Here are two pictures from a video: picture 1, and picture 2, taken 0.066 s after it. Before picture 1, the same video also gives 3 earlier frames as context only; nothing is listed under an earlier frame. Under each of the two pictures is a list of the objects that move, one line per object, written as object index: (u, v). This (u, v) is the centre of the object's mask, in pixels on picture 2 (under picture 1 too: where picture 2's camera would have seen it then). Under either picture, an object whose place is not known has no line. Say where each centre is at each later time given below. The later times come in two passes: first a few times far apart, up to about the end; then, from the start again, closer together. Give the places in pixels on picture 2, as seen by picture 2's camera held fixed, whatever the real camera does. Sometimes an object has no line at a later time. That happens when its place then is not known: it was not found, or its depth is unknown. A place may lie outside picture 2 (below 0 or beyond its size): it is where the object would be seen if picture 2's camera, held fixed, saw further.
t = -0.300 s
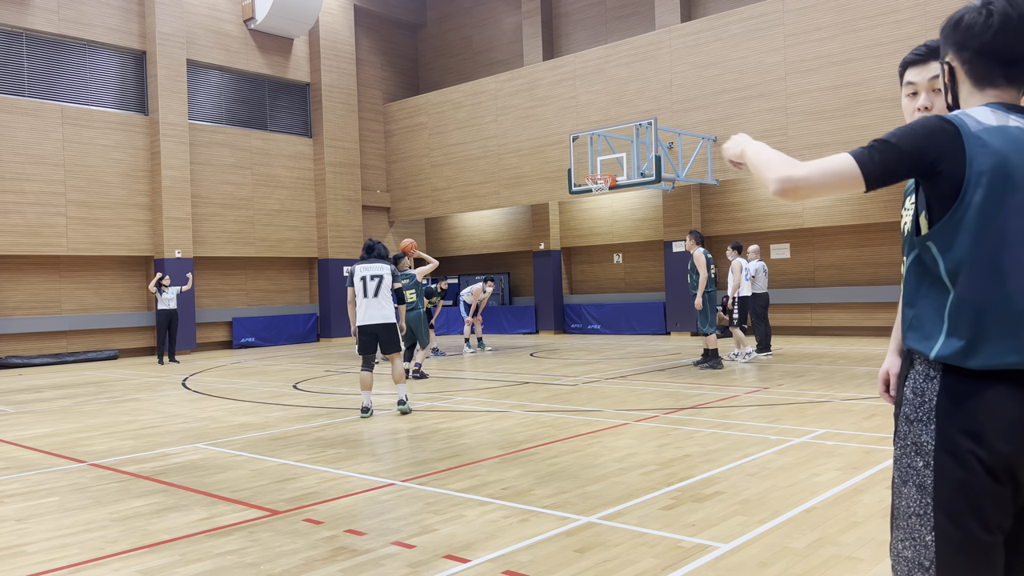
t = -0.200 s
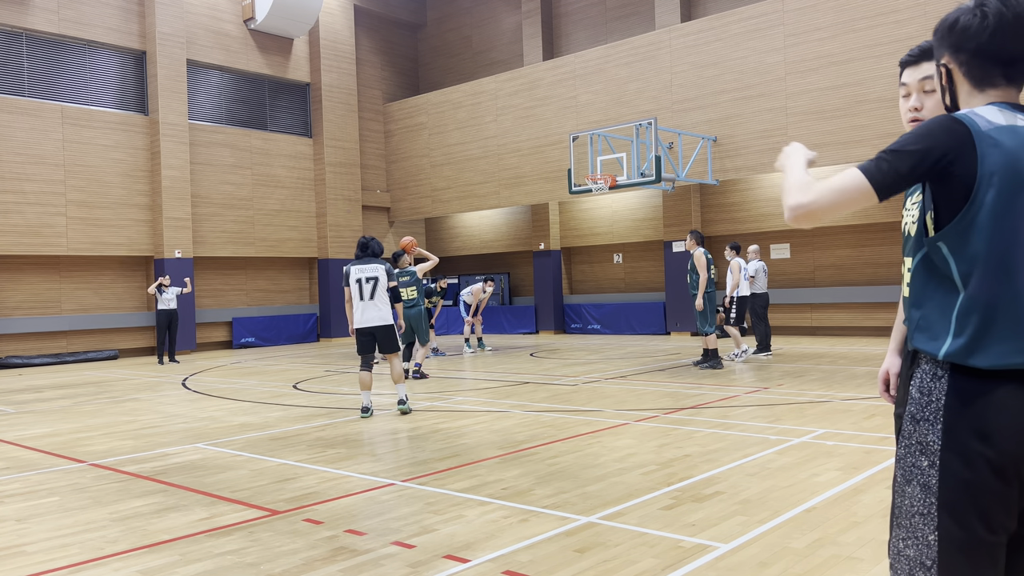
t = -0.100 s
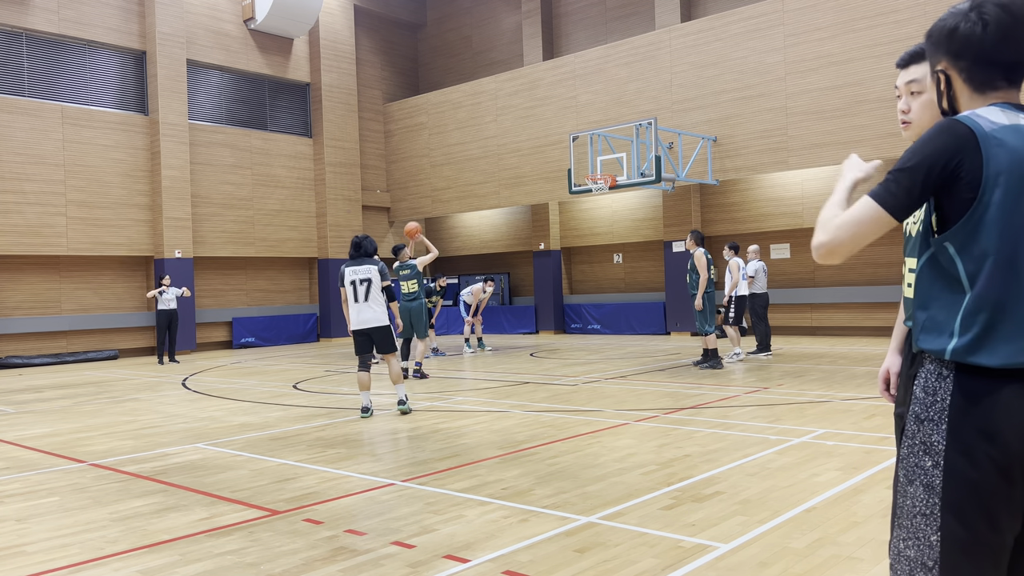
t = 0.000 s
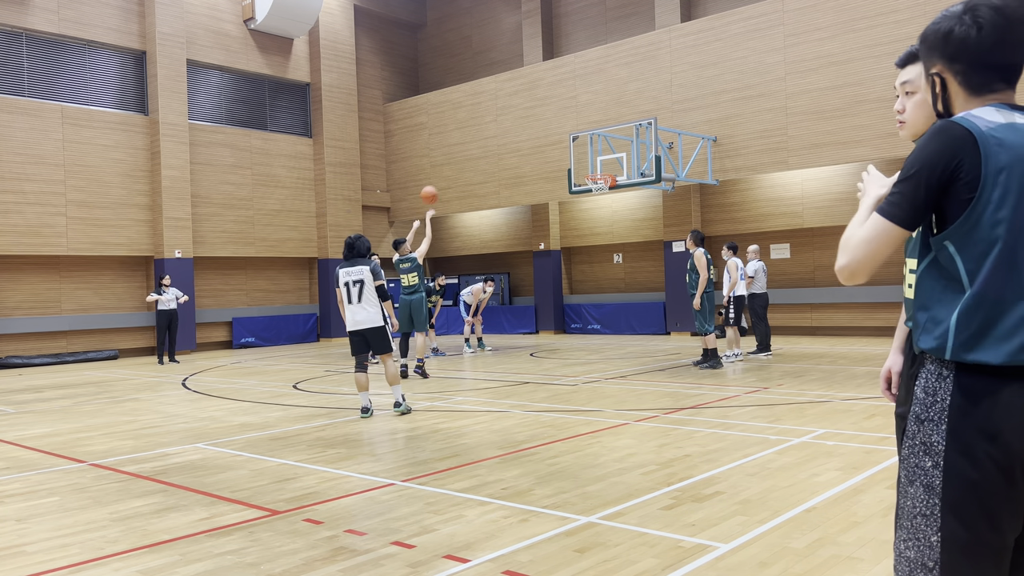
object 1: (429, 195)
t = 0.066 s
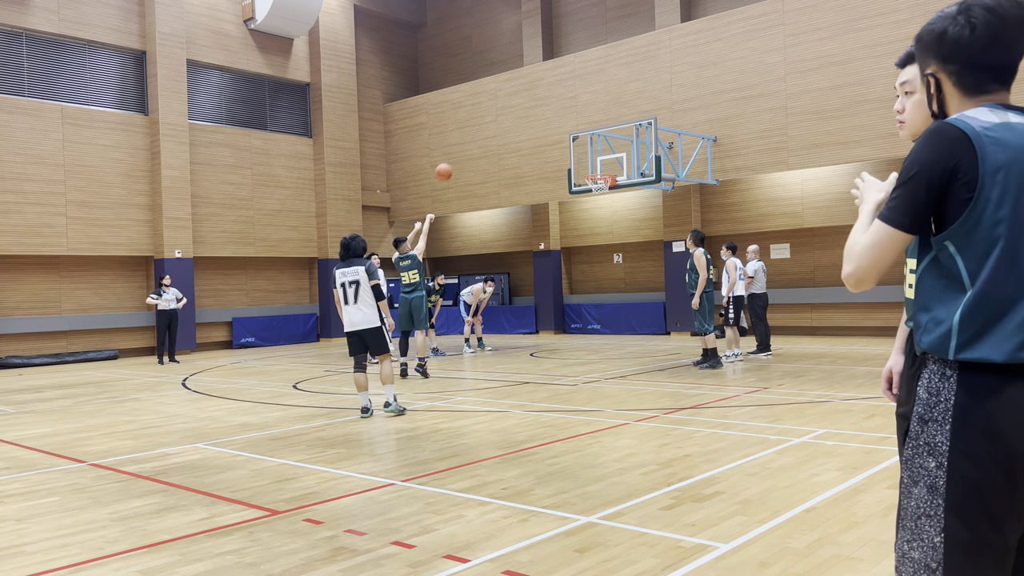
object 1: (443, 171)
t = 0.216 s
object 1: (475, 134)
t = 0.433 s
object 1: (516, 110)
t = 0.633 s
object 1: (552, 115)
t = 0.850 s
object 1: (588, 146)
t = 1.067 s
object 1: (585, 170)
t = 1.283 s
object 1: (541, 182)
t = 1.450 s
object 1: (509, 208)
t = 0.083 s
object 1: (447, 167)
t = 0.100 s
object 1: (450, 162)
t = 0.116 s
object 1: (454, 157)
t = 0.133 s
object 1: (457, 153)
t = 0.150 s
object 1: (461, 149)
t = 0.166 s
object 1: (464, 145)
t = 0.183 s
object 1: (468, 141)
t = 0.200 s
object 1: (471, 138)
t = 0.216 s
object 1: (475, 134)
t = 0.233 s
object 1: (478, 132)
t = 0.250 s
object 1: (481, 129)
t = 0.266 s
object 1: (484, 126)
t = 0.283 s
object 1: (488, 124)
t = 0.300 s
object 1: (491, 121)
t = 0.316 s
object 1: (494, 119)
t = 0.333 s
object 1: (498, 117)
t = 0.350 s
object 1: (501, 116)
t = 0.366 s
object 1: (504, 114)
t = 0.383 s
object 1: (507, 113)
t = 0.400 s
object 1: (510, 112)
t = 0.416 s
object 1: (513, 111)
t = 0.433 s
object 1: (516, 110)
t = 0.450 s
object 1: (520, 110)
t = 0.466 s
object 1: (523, 110)
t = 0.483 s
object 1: (526, 109)
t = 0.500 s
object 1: (529, 109)
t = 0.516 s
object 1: (532, 110)
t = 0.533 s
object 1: (535, 110)
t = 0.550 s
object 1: (538, 110)
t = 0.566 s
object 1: (541, 111)
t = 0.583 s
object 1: (544, 112)
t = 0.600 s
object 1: (546, 113)
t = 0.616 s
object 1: (549, 114)
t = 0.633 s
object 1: (552, 115)
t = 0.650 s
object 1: (555, 117)
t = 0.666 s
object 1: (558, 118)
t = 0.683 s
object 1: (561, 120)
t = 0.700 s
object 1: (564, 122)
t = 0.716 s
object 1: (566, 124)
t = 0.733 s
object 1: (569, 126)
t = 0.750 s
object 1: (572, 129)
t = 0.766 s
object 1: (575, 131)
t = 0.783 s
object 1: (577, 134)
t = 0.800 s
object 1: (580, 137)
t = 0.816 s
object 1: (583, 140)
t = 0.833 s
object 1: (585, 142)
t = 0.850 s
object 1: (588, 146)
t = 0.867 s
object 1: (591, 149)
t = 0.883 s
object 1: (594, 153)
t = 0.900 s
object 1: (596, 156)
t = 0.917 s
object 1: (599, 160)
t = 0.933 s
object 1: (601, 164)
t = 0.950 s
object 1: (604, 168)
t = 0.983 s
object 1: (604, 170)
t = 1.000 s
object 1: (600, 169)
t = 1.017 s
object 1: (596, 169)
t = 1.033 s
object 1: (592, 169)
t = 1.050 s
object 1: (589, 169)
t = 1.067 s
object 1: (585, 170)
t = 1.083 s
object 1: (582, 170)
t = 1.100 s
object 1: (578, 170)
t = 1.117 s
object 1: (575, 170)
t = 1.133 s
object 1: (571, 171)
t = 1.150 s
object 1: (568, 172)
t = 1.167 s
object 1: (564, 172)
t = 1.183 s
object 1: (561, 173)
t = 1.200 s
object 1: (557, 174)
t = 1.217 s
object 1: (554, 175)
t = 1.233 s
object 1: (551, 177)
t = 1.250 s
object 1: (547, 179)
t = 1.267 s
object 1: (544, 180)
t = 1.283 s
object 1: (541, 182)
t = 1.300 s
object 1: (538, 184)
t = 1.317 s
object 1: (534, 186)
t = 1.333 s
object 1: (531, 188)
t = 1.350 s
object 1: (528, 191)
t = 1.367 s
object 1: (525, 193)
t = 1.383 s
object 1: (522, 196)
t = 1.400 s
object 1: (518, 199)
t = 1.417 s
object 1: (515, 202)
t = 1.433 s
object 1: (512, 205)
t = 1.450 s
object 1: (509, 208)
